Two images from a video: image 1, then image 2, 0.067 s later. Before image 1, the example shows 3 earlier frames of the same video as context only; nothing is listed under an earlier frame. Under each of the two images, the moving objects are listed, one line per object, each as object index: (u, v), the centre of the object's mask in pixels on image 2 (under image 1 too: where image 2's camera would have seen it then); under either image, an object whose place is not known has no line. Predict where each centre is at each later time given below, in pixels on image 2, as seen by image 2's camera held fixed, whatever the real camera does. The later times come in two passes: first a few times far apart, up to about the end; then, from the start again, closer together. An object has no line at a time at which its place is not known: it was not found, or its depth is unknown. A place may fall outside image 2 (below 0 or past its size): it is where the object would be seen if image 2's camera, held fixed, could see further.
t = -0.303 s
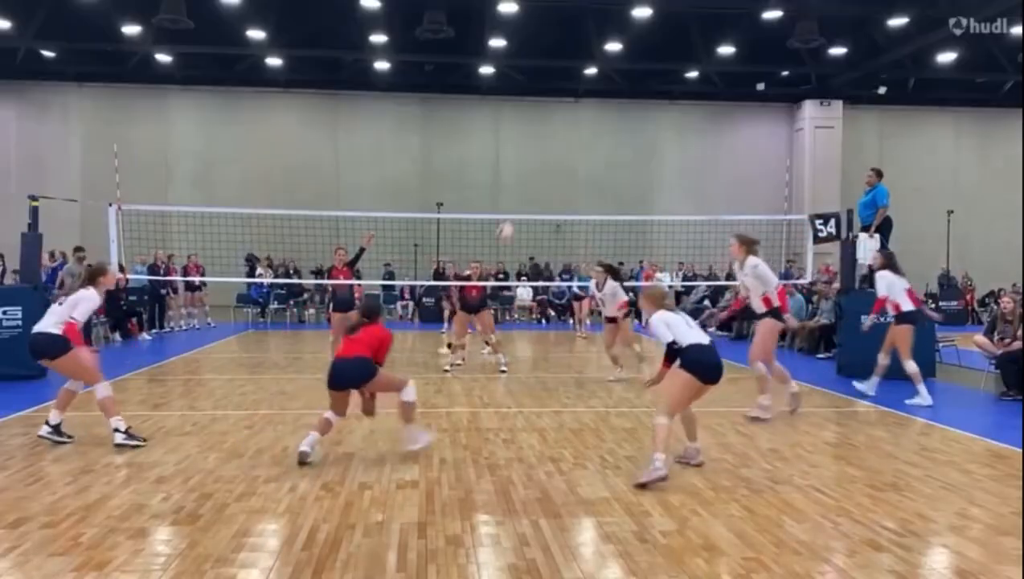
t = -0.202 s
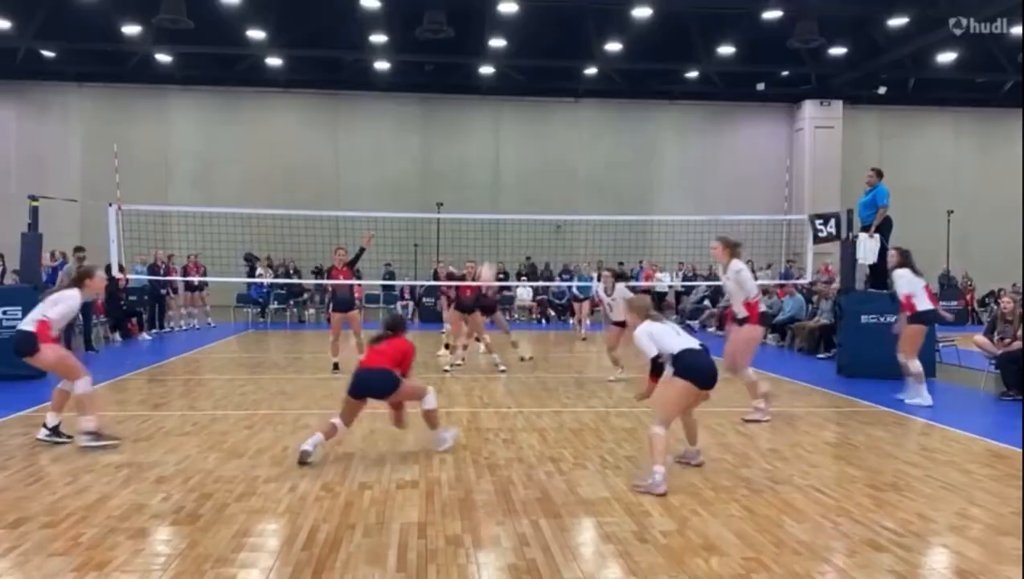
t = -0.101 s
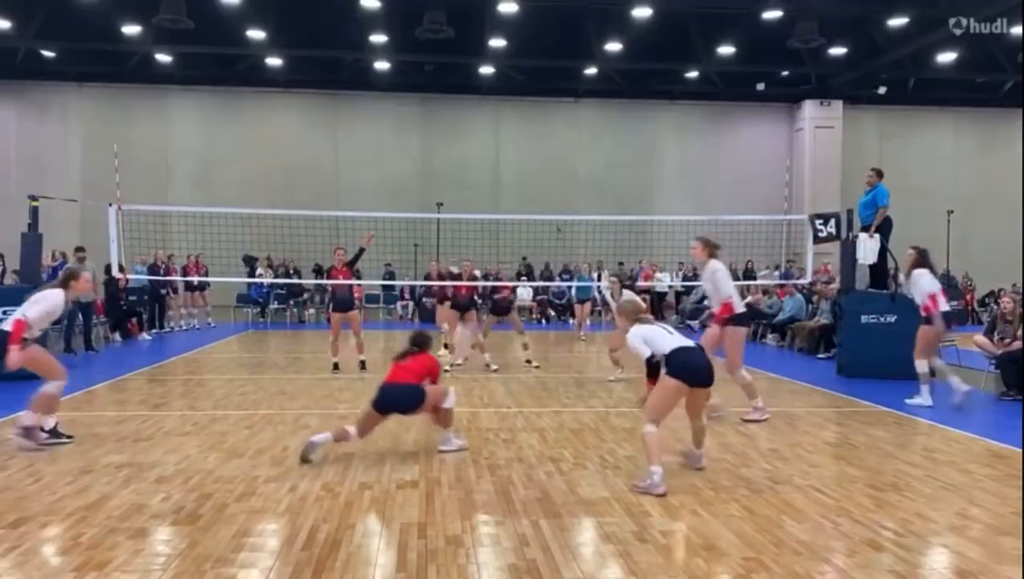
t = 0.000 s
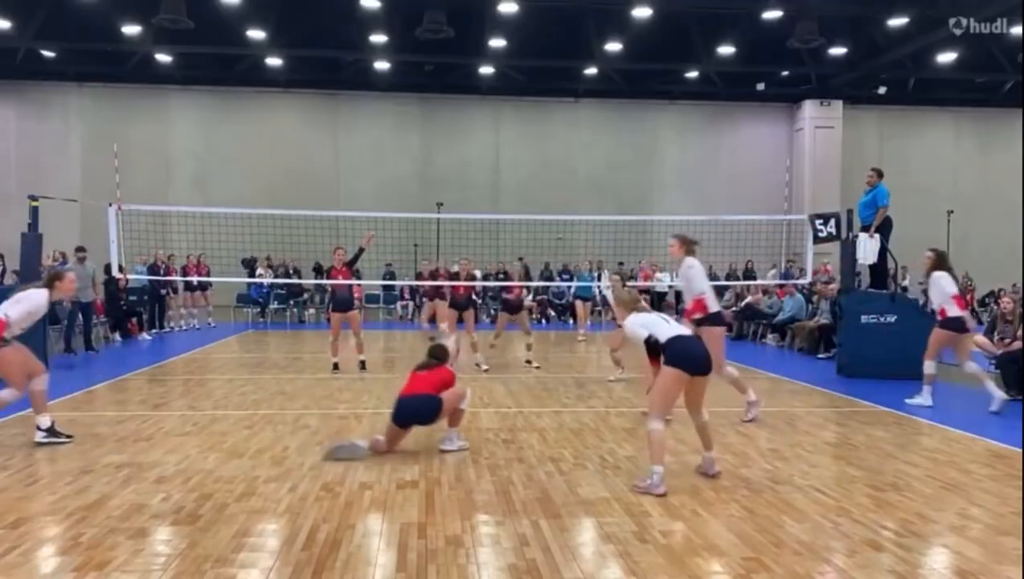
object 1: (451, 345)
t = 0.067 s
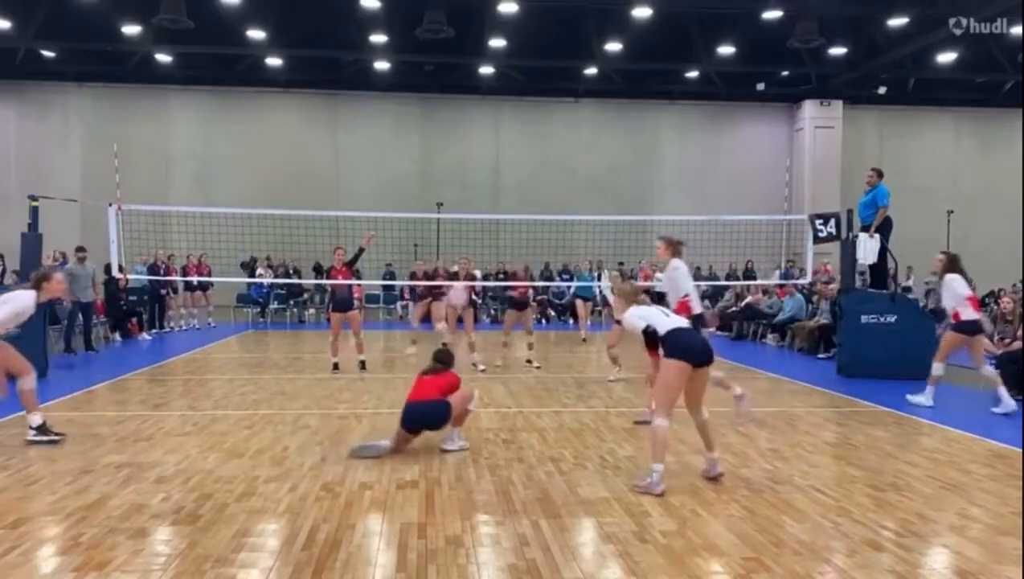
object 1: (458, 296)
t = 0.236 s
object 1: (475, 194)
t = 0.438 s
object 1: (492, 120)
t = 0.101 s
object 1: (462, 271)
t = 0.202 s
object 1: (472, 211)
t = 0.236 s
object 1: (475, 194)
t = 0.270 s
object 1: (478, 180)
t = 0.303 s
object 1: (481, 165)
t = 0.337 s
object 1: (483, 151)
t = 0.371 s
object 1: (486, 141)
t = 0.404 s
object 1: (490, 129)
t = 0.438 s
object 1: (492, 120)
